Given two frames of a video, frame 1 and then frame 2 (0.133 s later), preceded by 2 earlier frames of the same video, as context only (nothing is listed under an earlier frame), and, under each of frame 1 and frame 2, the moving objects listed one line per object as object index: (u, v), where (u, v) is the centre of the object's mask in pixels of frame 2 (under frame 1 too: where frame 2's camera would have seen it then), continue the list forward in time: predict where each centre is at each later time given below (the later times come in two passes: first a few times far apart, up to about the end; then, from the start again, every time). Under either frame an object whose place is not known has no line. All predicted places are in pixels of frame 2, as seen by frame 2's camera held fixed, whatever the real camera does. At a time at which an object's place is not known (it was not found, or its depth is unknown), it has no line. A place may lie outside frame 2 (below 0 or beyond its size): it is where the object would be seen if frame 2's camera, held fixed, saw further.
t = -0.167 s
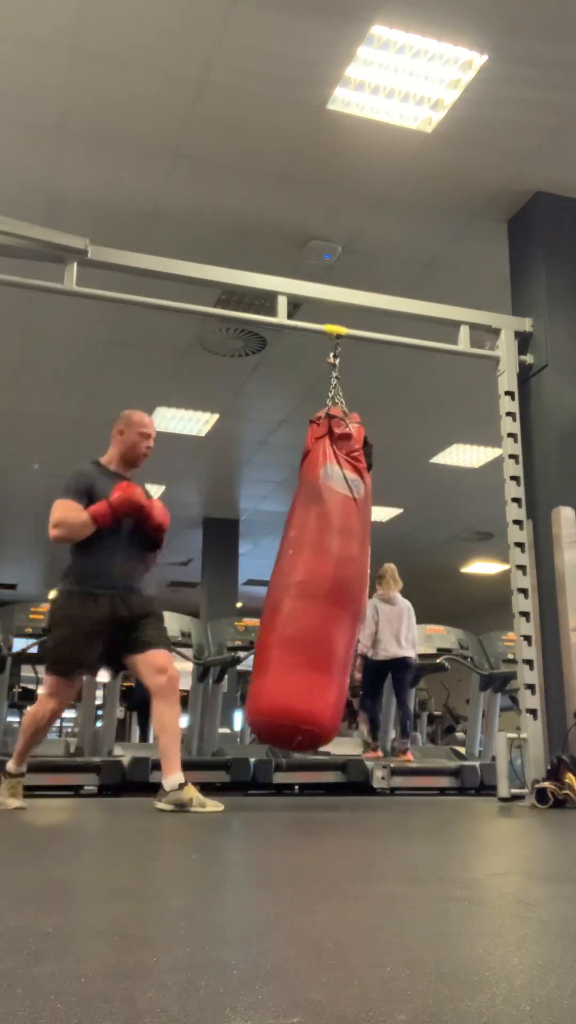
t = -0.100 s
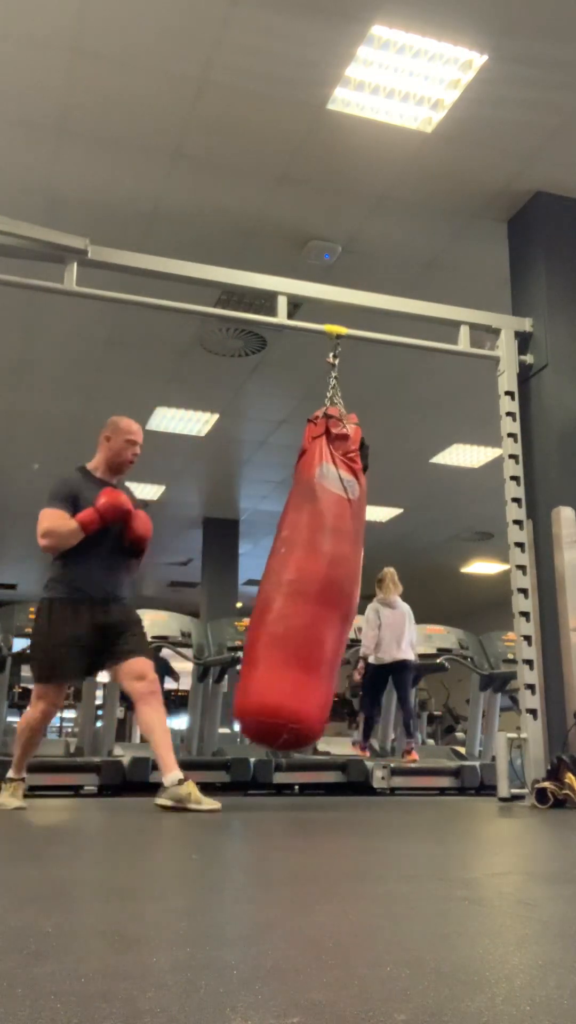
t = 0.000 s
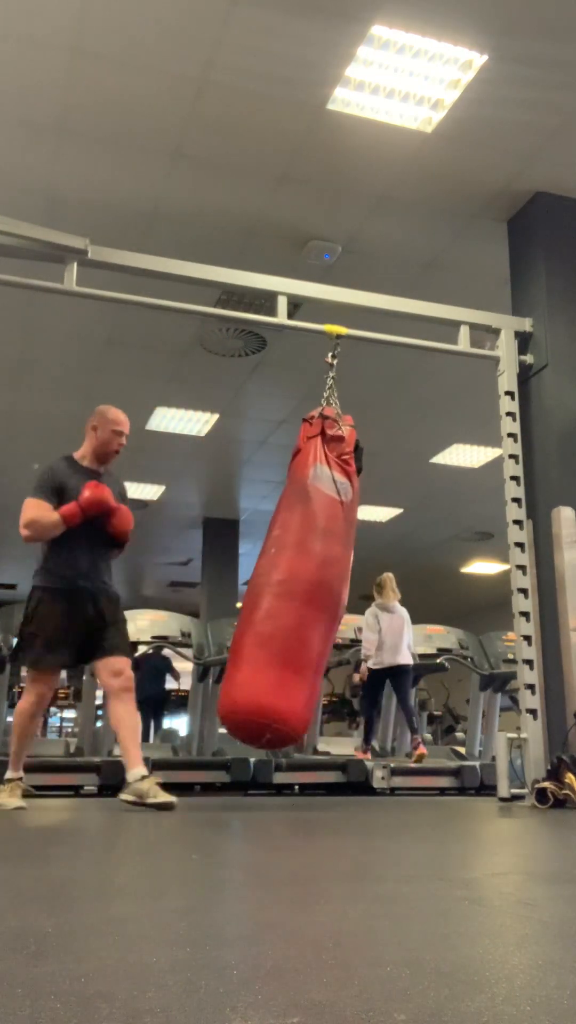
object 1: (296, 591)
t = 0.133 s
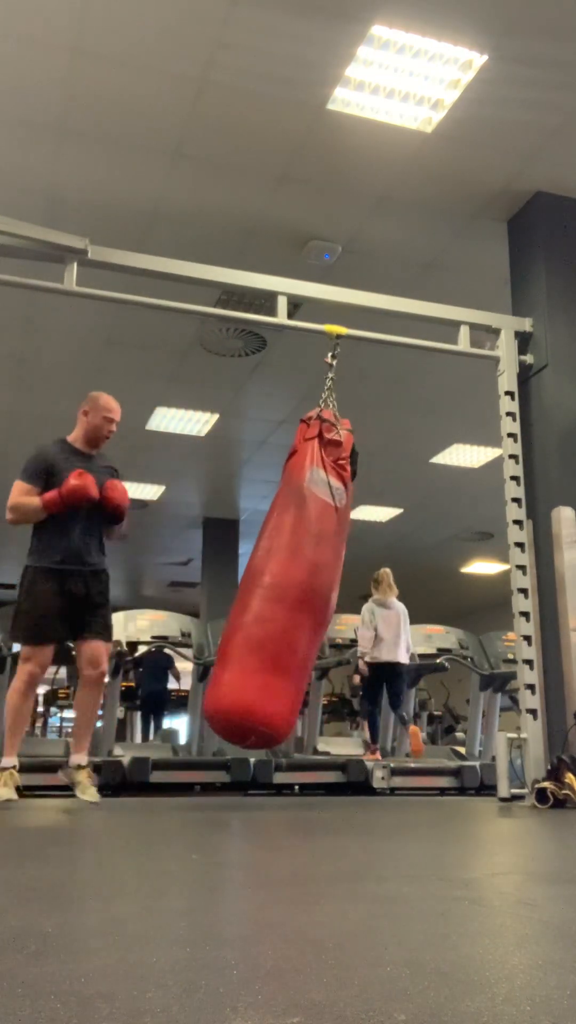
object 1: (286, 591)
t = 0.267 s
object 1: (283, 593)
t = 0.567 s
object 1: (297, 598)
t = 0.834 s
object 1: (327, 598)
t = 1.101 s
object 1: (359, 596)
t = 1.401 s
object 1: (384, 596)
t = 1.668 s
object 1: (387, 597)
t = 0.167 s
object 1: (285, 592)
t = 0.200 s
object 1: (284, 592)
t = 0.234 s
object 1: (283, 593)
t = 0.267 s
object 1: (283, 593)
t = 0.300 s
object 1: (283, 594)
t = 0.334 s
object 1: (283, 595)
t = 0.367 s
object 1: (284, 595)
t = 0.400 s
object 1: (285, 595)
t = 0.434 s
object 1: (287, 596)
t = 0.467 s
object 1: (289, 596)
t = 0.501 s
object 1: (292, 597)
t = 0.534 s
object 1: (294, 597)
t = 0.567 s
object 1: (297, 598)
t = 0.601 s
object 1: (300, 598)
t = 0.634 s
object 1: (304, 598)
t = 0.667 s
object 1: (307, 598)
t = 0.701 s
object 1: (311, 599)
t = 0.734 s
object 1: (315, 599)
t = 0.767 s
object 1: (319, 599)
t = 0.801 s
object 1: (323, 599)
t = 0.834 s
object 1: (327, 598)
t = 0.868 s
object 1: (331, 598)
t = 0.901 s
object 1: (335, 598)
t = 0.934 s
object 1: (339, 598)
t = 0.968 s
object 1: (343, 598)
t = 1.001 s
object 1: (347, 598)
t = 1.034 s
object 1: (351, 596)
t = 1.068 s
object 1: (355, 597)
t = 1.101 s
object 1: (359, 596)
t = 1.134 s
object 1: (363, 597)
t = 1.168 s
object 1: (367, 597)
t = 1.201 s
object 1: (370, 596)
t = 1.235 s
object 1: (373, 596)
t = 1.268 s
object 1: (376, 596)
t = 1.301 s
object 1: (378, 596)
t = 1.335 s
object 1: (380, 596)
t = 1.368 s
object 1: (382, 596)
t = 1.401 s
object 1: (384, 596)
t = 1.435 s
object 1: (386, 596)
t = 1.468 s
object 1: (387, 595)
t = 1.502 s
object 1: (388, 597)
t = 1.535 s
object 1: (388, 596)
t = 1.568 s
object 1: (388, 597)
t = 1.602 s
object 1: (388, 596)
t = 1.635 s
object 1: (387, 597)
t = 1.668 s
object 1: (387, 597)
